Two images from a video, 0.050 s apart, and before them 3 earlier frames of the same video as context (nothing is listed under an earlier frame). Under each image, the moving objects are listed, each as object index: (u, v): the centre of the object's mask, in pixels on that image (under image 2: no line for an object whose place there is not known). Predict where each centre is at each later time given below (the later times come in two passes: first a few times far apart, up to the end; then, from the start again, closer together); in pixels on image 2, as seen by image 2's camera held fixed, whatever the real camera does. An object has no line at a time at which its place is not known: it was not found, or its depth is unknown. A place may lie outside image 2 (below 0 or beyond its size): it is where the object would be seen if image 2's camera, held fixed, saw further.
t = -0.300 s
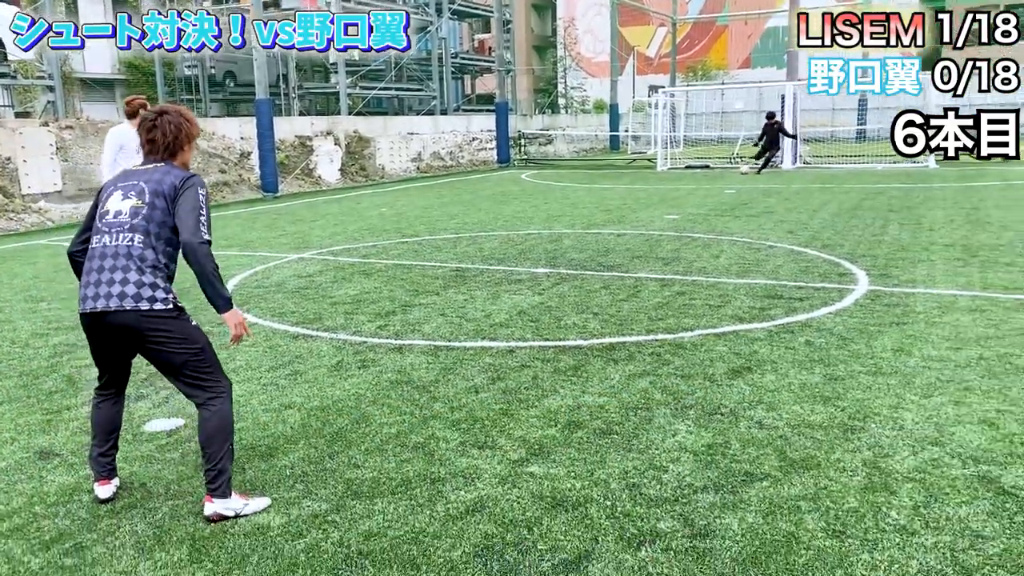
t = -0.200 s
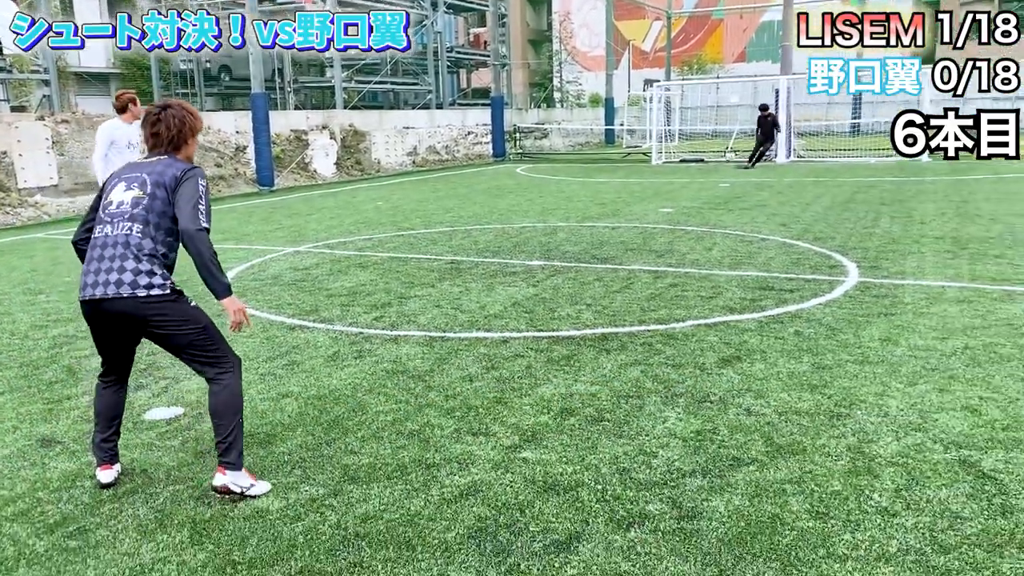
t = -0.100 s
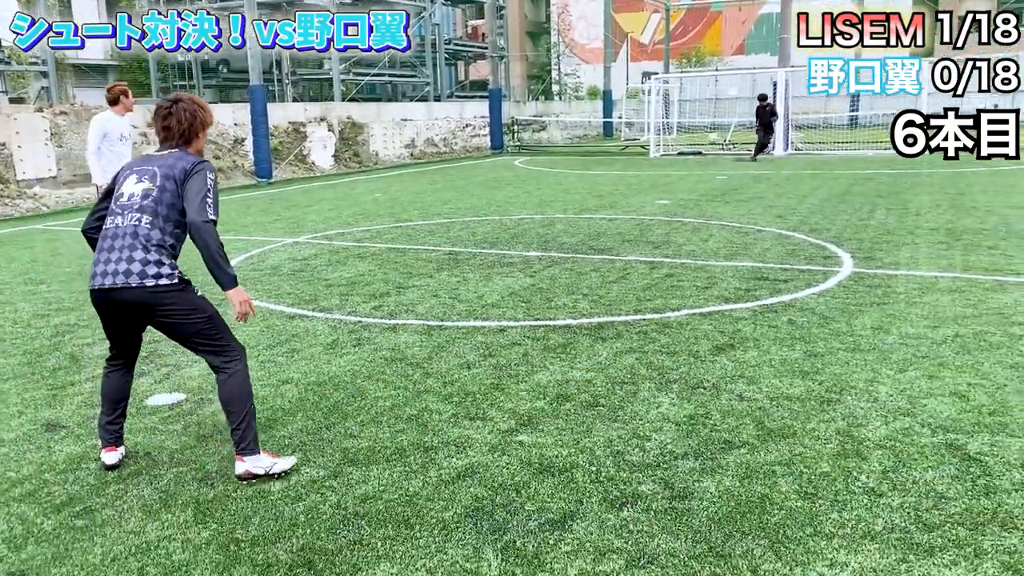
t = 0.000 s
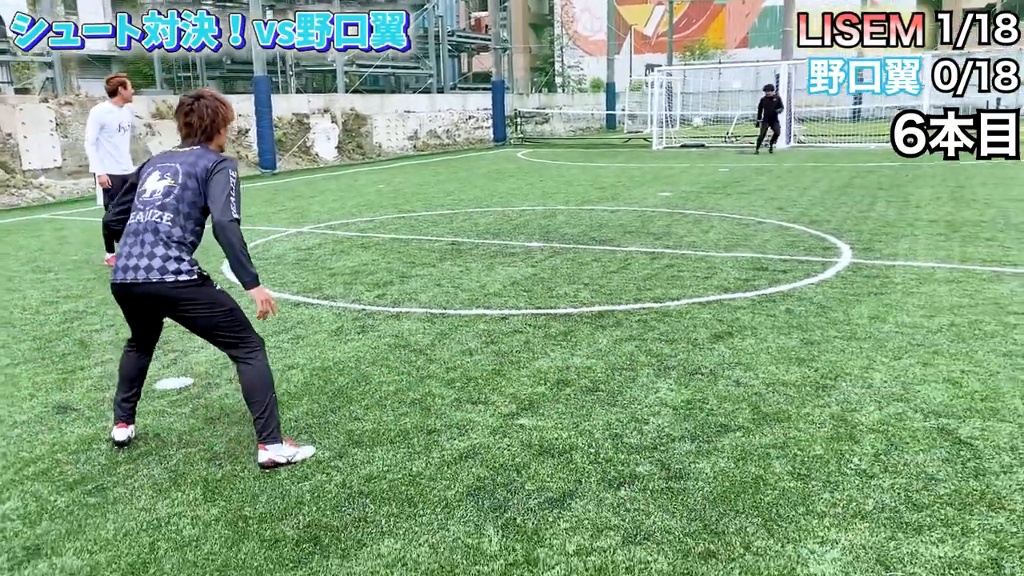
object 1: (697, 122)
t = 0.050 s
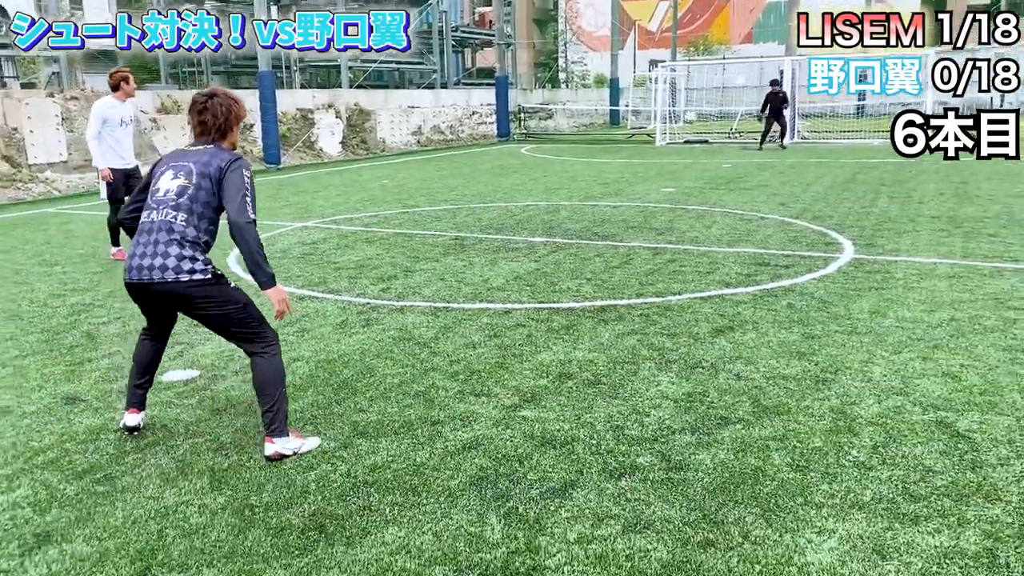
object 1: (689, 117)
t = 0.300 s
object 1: (622, 135)
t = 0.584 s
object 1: (499, 237)
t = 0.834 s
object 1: (305, 244)
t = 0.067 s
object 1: (686, 116)
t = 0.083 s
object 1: (683, 117)
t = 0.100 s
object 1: (679, 116)
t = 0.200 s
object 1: (651, 121)
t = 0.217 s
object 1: (647, 123)
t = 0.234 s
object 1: (642, 125)
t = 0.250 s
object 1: (637, 126)
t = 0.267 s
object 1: (633, 130)
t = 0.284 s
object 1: (628, 132)
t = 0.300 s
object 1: (622, 135)
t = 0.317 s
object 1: (616, 139)
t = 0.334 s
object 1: (610, 142)
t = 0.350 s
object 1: (604, 146)
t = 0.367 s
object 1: (598, 150)
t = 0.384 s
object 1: (592, 155)
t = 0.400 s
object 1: (585, 161)
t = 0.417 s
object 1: (578, 166)
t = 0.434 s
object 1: (572, 172)
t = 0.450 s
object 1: (565, 179)
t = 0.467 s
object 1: (557, 186)
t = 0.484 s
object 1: (550, 193)
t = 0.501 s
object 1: (541, 202)
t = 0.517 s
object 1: (533, 211)
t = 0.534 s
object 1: (524, 221)
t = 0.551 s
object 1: (515, 232)
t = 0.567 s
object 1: (507, 240)
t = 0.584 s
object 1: (499, 237)
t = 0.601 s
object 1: (489, 234)
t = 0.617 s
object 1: (479, 232)
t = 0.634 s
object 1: (469, 230)
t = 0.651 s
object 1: (460, 229)
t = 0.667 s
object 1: (449, 227)
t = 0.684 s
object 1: (437, 226)
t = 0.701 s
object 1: (425, 226)
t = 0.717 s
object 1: (413, 226)
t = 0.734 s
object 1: (400, 227)
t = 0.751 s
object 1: (386, 228)
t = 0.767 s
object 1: (371, 230)
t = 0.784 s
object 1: (355, 232)
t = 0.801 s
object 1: (340, 235)
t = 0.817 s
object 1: (322, 239)
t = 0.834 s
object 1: (305, 244)
